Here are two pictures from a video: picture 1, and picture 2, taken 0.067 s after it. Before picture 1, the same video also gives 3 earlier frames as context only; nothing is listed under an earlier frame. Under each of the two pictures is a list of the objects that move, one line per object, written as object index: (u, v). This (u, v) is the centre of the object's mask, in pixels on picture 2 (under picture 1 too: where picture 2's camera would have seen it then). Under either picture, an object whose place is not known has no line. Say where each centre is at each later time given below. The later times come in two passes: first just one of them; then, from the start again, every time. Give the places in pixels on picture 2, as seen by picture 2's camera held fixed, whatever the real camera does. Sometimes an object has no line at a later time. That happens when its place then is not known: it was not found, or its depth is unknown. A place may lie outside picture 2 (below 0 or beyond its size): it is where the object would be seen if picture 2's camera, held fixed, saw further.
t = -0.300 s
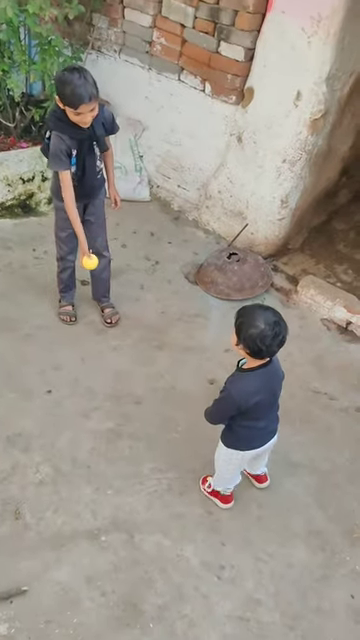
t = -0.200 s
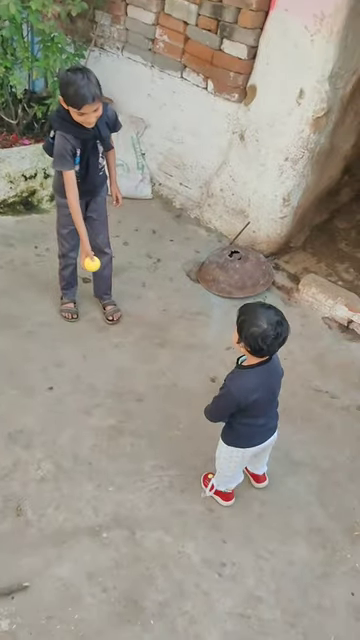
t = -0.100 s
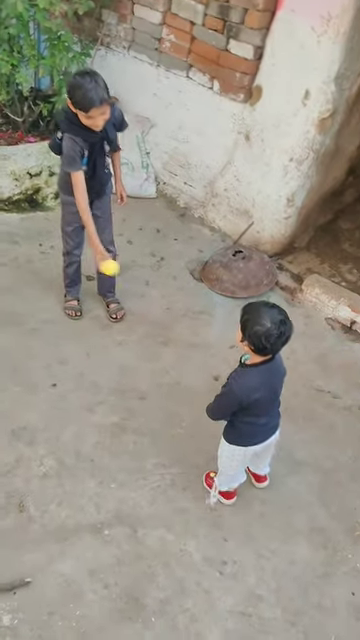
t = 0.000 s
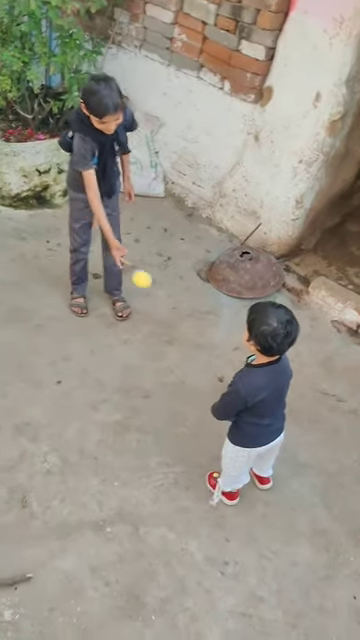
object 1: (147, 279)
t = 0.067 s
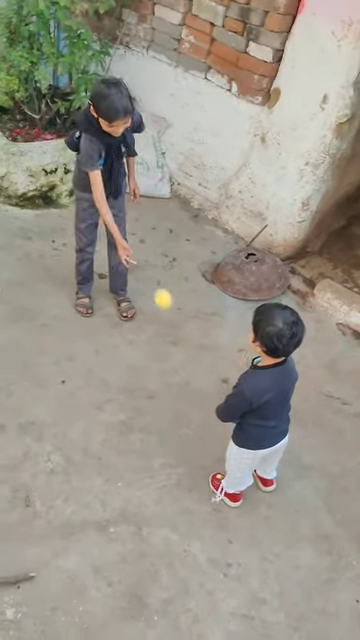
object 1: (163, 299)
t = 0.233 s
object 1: (194, 379)
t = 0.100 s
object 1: (170, 311)
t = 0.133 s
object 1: (176, 326)
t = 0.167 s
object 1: (183, 342)
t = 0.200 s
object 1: (189, 360)
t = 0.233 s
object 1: (194, 379)
